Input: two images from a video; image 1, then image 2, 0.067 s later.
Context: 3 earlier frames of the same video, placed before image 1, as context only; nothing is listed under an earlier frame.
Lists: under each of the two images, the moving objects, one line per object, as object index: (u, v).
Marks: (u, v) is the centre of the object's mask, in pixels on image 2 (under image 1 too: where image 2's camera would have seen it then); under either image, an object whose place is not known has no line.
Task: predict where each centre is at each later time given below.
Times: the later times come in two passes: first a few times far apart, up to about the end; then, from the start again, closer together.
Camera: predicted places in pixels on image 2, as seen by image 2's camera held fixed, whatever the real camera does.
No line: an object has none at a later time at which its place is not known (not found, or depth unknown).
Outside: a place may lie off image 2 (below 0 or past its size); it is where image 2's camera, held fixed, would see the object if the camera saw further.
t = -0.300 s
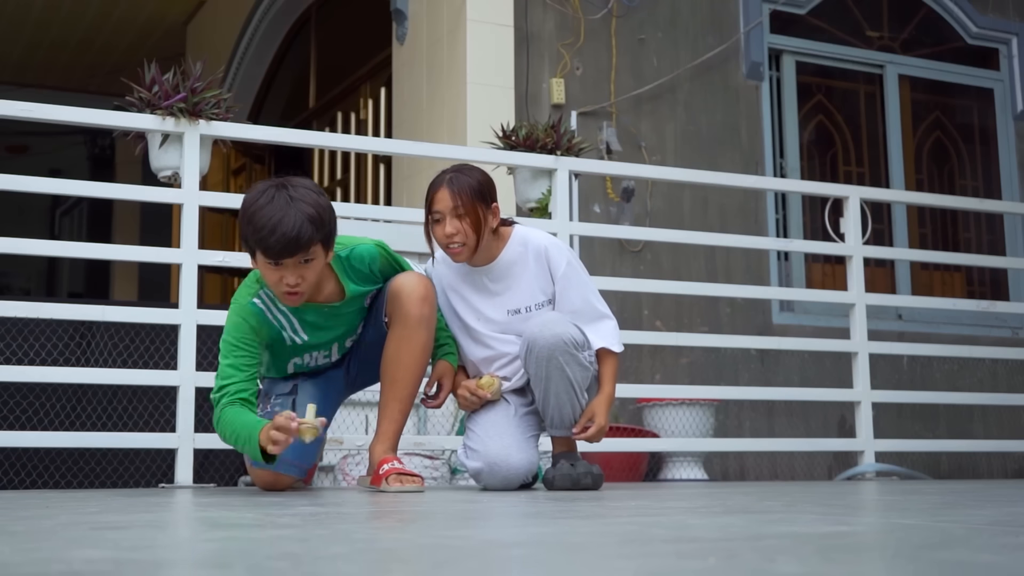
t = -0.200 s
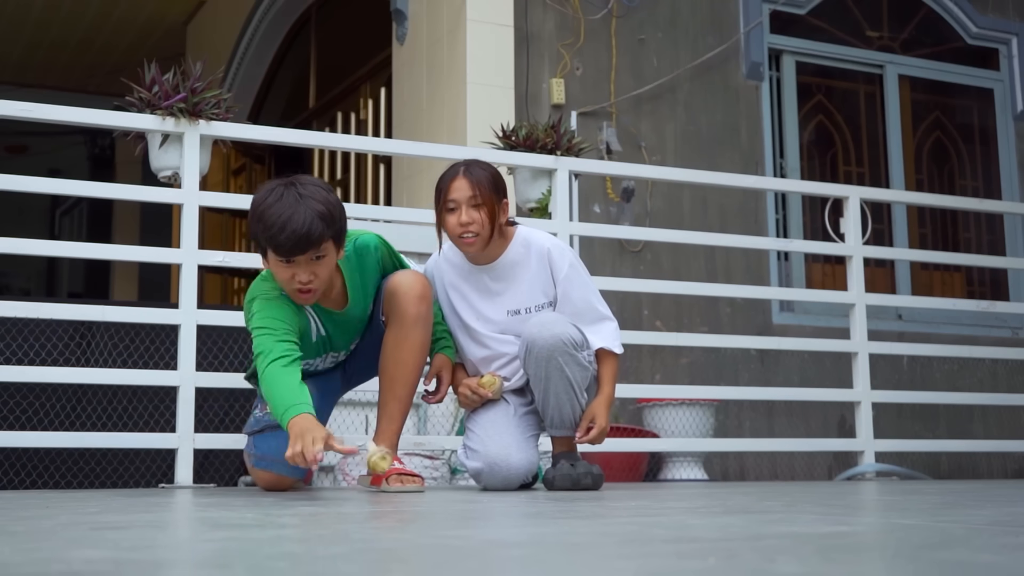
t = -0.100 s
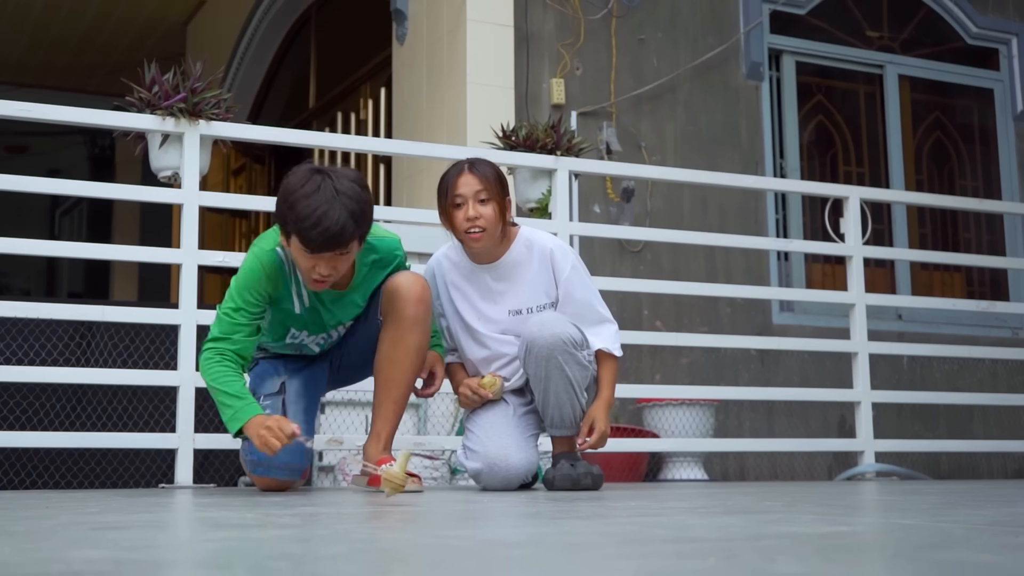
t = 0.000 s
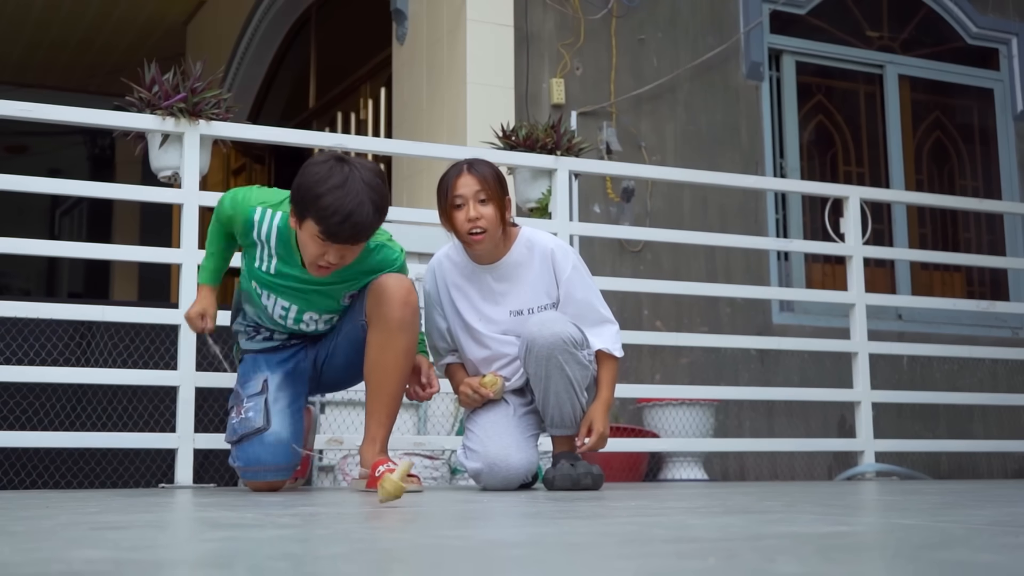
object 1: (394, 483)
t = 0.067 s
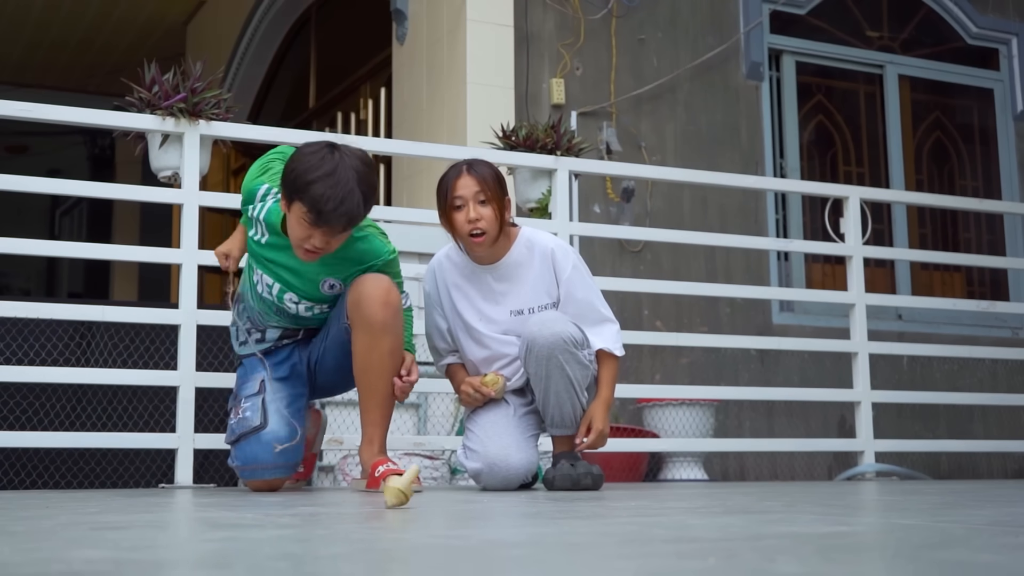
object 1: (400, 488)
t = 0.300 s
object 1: (438, 485)
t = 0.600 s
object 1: (484, 485)
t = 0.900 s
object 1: (485, 484)
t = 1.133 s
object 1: (469, 482)
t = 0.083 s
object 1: (401, 484)
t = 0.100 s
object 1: (402, 483)
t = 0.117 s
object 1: (404, 484)
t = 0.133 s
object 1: (405, 485)
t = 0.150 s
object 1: (407, 484)
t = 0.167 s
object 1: (410, 480)
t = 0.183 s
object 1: (414, 478)
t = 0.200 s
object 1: (418, 479)
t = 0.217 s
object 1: (421, 481)
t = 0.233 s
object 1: (425, 485)
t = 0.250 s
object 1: (429, 490)
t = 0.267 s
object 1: (432, 489)
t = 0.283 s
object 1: (434, 488)
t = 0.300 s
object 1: (438, 485)
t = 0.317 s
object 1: (442, 486)
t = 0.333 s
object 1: (445, 488)
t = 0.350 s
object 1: (448, 484)
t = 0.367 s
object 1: (452, 483)
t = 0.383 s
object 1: (455, 484)
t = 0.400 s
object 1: (458, 486)
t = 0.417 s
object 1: (461, 485)
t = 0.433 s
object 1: (463, 480)
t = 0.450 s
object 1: (467, 478)
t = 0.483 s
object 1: (471, 479)
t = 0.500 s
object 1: (475, 483)
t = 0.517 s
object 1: (476, 489)
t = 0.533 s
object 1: (477, 490)
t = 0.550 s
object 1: (479, 488)
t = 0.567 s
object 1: (481, 486)
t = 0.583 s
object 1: (482, 484)
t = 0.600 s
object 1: (484, 485)
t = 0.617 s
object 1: (485, 485)
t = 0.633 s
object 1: (487, 483)
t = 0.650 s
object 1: (486, 483)
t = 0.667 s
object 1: (486, 485)
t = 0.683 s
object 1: (487, 487)
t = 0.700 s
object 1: (489, 487)
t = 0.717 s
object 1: (490, 487)
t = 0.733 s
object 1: (491, 486)
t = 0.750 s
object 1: (492, 485)
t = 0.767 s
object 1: (492, 485)
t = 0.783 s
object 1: (491, 483)
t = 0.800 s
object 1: (490, 482)
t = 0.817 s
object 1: (489, 482)
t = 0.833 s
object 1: (489, 486)
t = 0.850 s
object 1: (488, 487)
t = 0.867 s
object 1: (488, 486)
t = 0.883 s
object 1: (487, 484)
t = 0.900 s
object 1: (485, 484)
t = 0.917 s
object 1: (484, 484)
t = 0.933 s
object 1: (483, 485)
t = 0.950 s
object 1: (482, 482)
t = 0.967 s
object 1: (480, 482)
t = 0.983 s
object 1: (480, 483)
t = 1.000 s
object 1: (479, 485)
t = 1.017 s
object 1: (476, 485)
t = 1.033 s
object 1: (475, 485)
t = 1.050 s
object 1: (473, 485)
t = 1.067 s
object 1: (472, 485)
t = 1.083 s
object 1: (471, 484)
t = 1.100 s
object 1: (469, 484)
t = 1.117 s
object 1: (469, 483)
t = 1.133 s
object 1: (469, 482)
